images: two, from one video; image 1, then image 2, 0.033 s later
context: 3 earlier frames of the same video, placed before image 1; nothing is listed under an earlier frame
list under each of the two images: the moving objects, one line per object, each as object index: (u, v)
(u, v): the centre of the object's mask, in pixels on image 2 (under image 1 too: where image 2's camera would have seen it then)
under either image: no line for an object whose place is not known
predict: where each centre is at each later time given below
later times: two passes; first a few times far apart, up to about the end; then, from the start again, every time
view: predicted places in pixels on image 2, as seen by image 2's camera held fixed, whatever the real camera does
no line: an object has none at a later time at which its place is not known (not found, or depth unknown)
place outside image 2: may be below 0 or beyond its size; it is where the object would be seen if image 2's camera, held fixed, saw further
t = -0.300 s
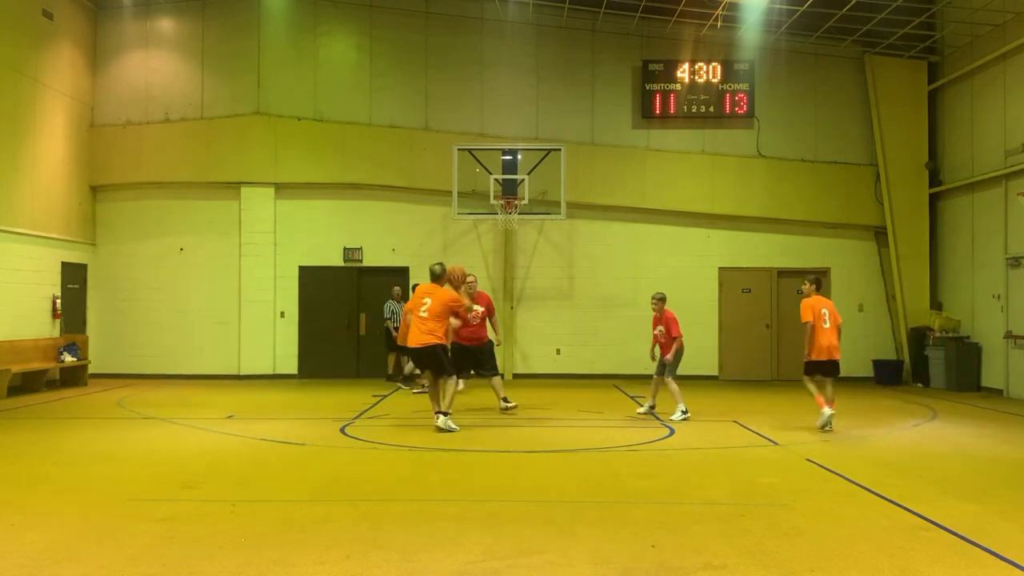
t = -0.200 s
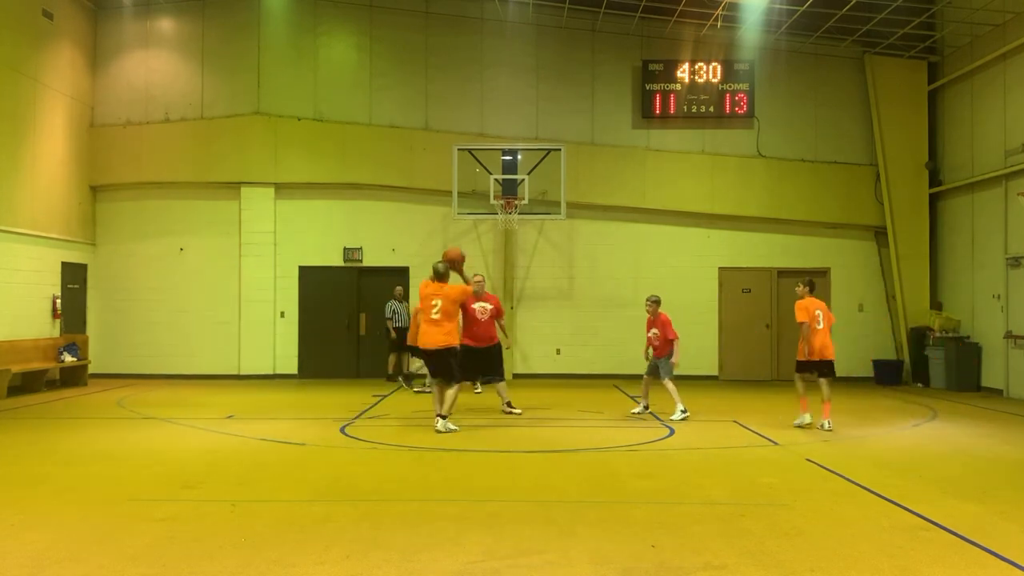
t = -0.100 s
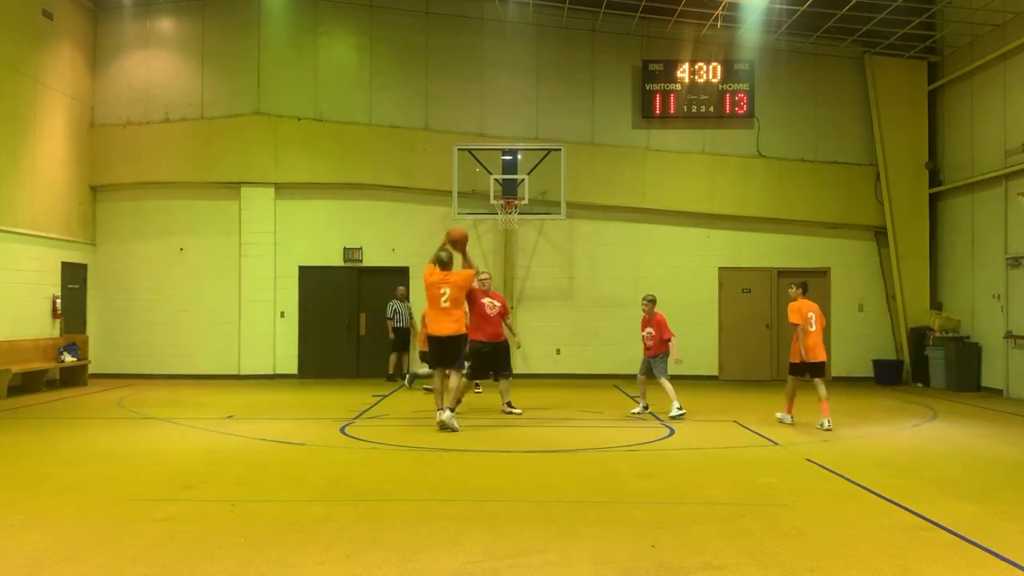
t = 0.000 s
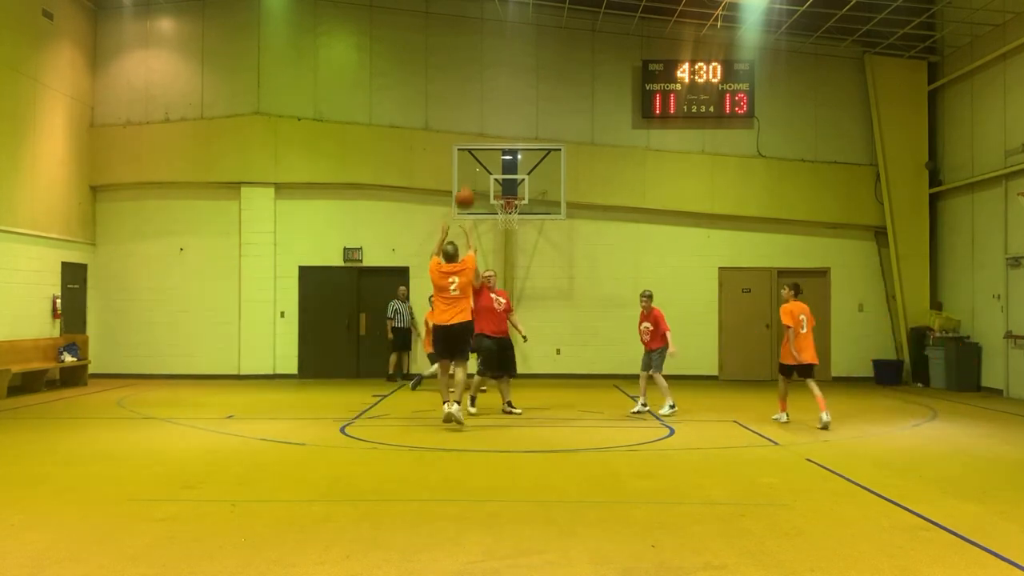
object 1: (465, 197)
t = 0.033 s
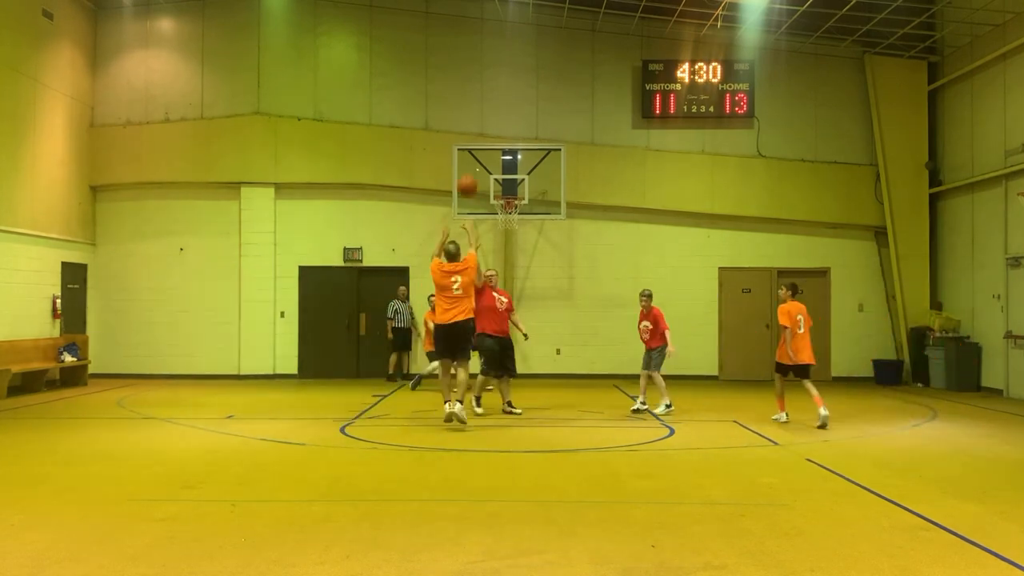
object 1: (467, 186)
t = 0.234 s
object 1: (481, 133)
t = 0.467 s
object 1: (494, 117)
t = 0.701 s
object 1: (504, 140)
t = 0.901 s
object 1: (511, 183)
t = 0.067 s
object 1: (469, 174)
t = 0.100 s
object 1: (472, 163)
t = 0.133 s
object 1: (474, 154)
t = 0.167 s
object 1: (476, 145)
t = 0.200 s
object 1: (479, 139)
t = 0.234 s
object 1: (481, 133)
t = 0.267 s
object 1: (483, 128)
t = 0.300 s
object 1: (485, 124)
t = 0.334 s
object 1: (487, 121)
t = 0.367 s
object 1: (489, 119)
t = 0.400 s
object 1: (490, 117)
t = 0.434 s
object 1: (492, 117)
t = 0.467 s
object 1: (494, 117)
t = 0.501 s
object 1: (495, 118)
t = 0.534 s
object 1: (497, 120)
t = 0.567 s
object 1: (499, 123)
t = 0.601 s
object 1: (500, 126)
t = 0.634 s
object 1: (501, 130)
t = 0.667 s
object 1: (503, 135)
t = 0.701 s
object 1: (504, 140)
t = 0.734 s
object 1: (505, 146)
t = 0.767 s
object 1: (506, 153)
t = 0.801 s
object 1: (507, 158)
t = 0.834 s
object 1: (509, 165)
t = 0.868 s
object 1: (510, 173)
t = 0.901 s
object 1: (511, 183)
